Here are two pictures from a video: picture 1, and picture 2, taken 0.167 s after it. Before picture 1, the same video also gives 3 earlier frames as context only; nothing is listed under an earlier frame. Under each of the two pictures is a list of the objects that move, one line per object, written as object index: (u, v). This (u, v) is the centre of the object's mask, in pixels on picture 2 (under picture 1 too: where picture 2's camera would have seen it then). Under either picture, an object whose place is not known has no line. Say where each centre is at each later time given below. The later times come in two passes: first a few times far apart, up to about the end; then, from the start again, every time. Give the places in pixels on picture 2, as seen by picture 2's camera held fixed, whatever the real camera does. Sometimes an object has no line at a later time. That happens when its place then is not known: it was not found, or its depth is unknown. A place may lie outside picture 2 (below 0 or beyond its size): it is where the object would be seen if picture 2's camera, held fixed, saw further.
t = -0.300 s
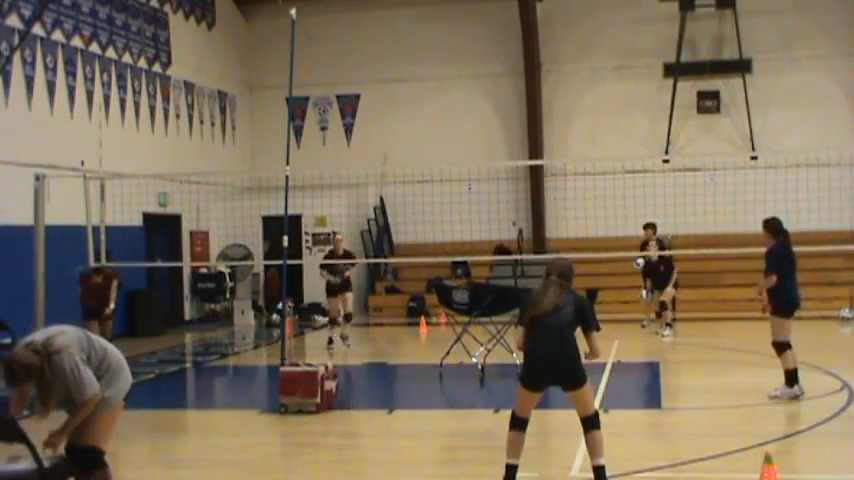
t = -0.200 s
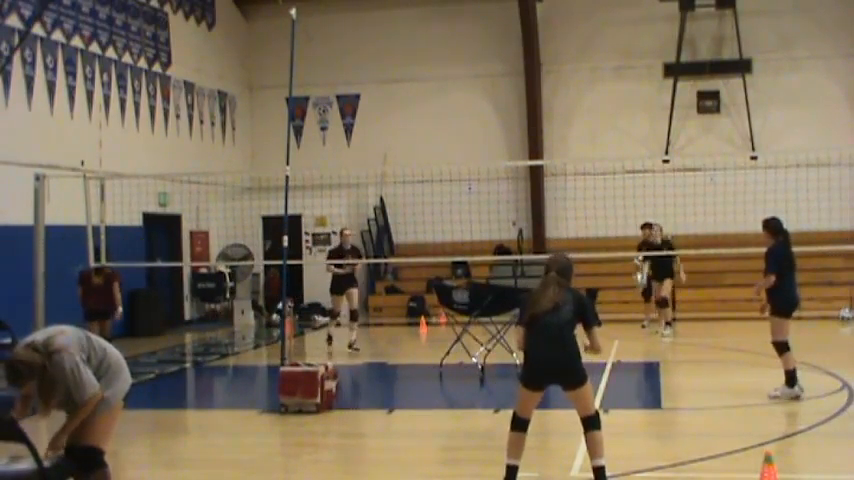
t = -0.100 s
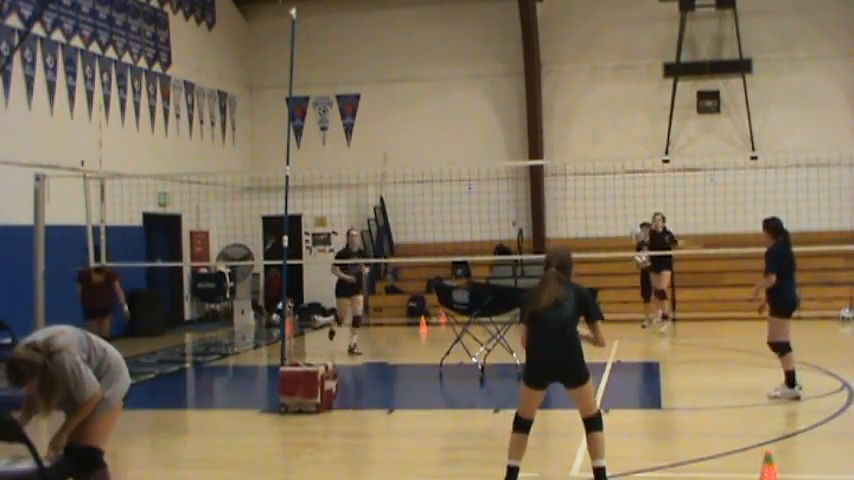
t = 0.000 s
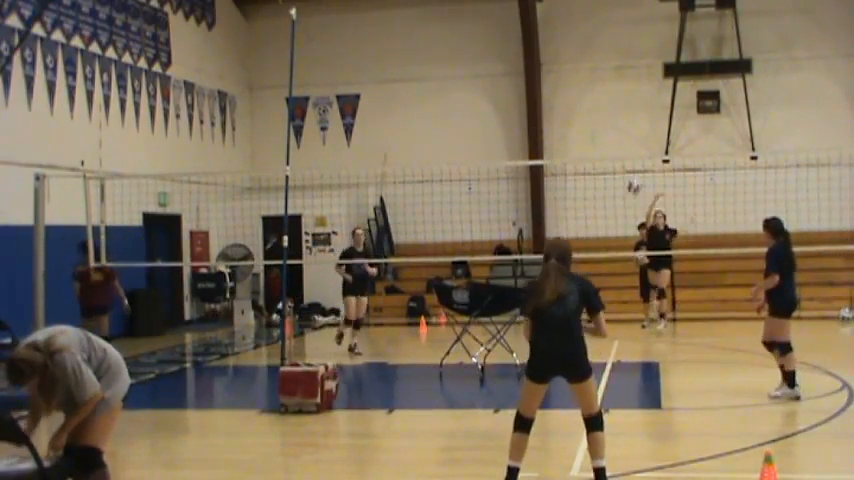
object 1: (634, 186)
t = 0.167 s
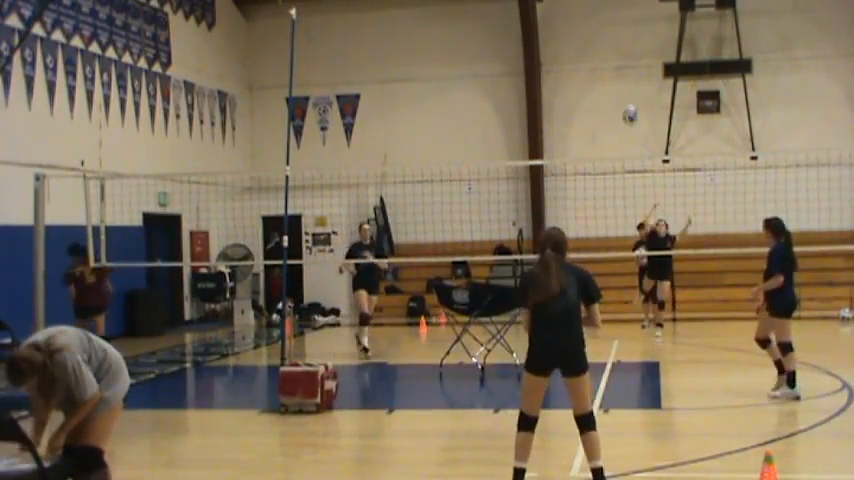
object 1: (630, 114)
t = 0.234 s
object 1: (628, 91)
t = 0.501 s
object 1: (623, 22)
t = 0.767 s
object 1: (616, 16)
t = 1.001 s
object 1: (611, 84)
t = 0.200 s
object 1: (629, 103)
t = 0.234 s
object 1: (628, 91)
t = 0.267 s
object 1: (628, 79)
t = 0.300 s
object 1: (627, 68)
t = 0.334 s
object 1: (626, 59)
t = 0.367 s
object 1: (625, 51)
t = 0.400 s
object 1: (624, 42)
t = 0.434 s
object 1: (624, 34)
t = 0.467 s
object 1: (622, 27)
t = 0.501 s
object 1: (623, 22)
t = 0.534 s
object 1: (621, 18)
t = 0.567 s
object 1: (621, 13)
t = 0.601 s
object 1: (620, 10)
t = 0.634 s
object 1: (619, 10)
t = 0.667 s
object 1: (618, 10)
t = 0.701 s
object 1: (618, 10)
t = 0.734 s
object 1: (616, 12)
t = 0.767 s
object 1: (616, 16)
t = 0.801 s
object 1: (615, 21)
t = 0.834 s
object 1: (614, 27)
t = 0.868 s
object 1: (614, 35)
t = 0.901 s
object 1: (614, 45)
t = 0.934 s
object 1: (613, 56)
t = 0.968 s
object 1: (612, 69)
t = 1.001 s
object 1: (611, 84)
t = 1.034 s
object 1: (610, 101)
